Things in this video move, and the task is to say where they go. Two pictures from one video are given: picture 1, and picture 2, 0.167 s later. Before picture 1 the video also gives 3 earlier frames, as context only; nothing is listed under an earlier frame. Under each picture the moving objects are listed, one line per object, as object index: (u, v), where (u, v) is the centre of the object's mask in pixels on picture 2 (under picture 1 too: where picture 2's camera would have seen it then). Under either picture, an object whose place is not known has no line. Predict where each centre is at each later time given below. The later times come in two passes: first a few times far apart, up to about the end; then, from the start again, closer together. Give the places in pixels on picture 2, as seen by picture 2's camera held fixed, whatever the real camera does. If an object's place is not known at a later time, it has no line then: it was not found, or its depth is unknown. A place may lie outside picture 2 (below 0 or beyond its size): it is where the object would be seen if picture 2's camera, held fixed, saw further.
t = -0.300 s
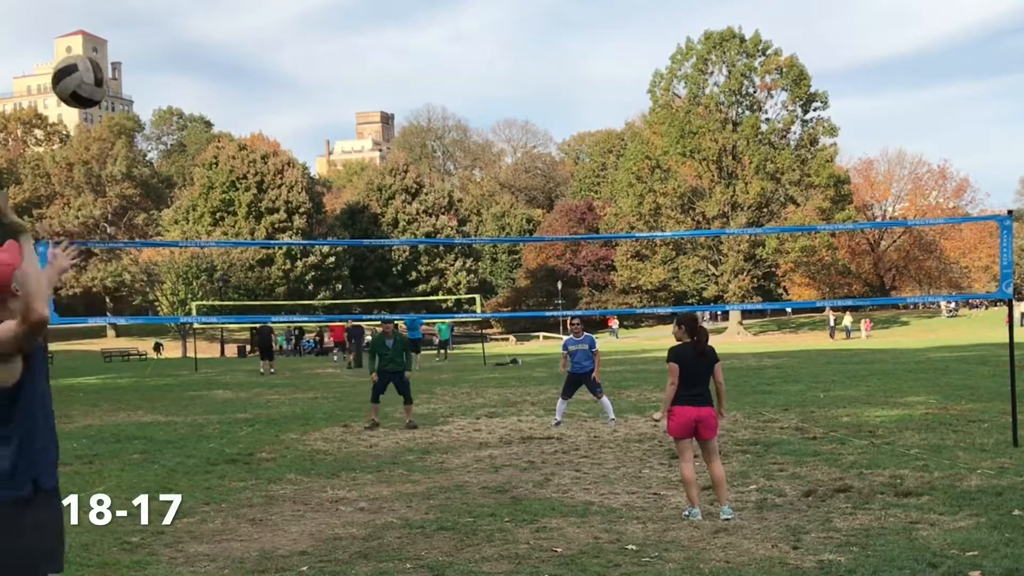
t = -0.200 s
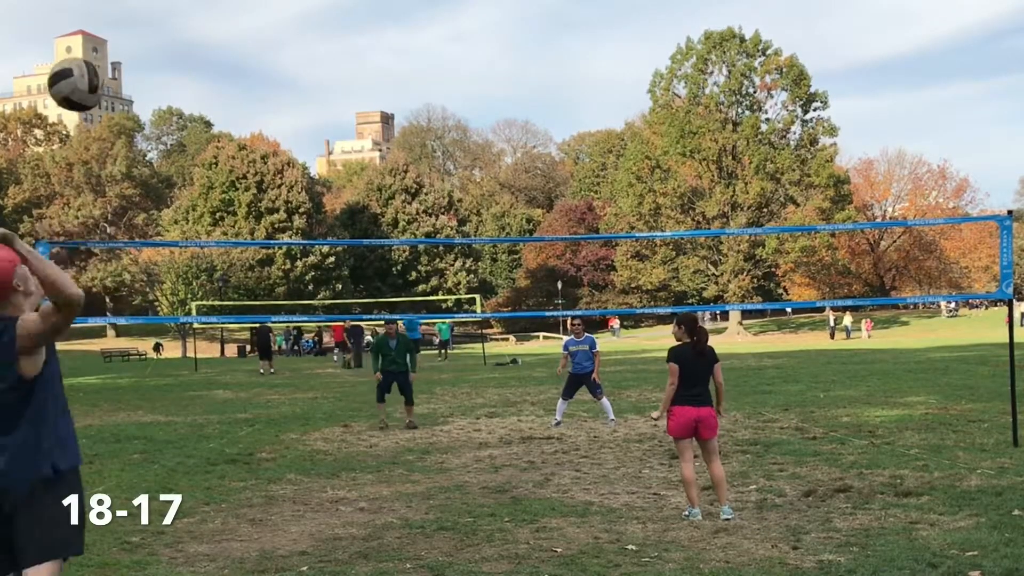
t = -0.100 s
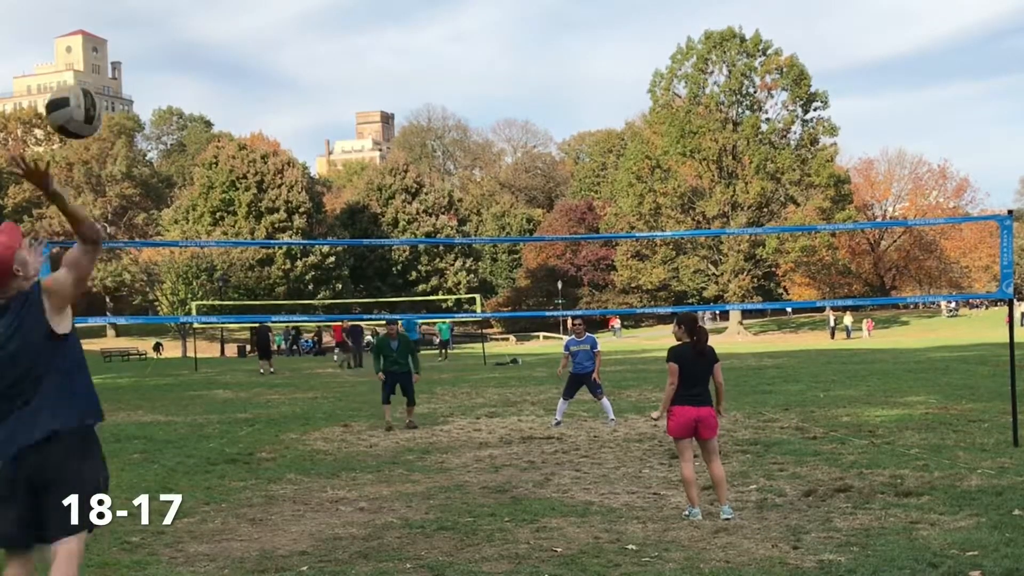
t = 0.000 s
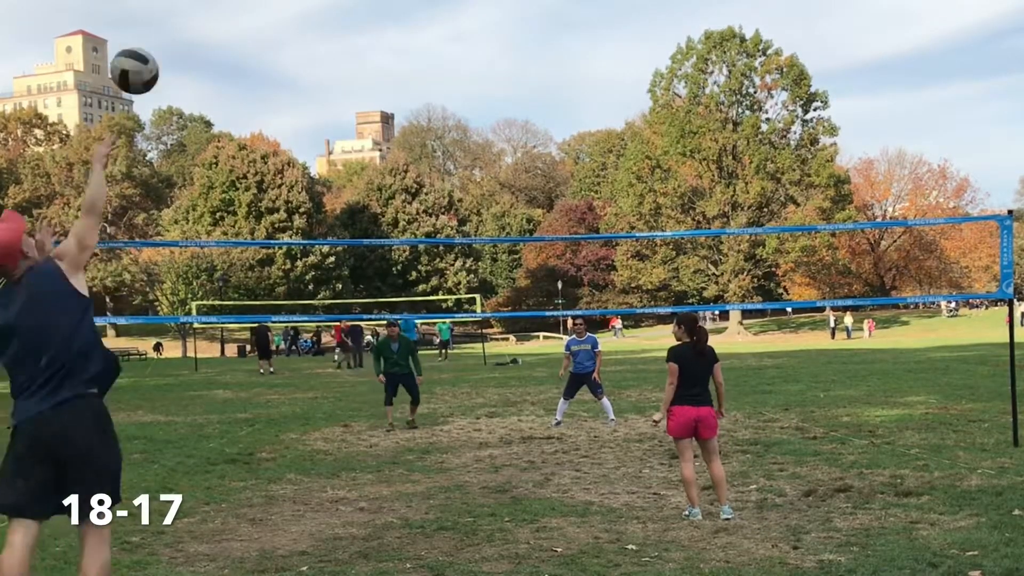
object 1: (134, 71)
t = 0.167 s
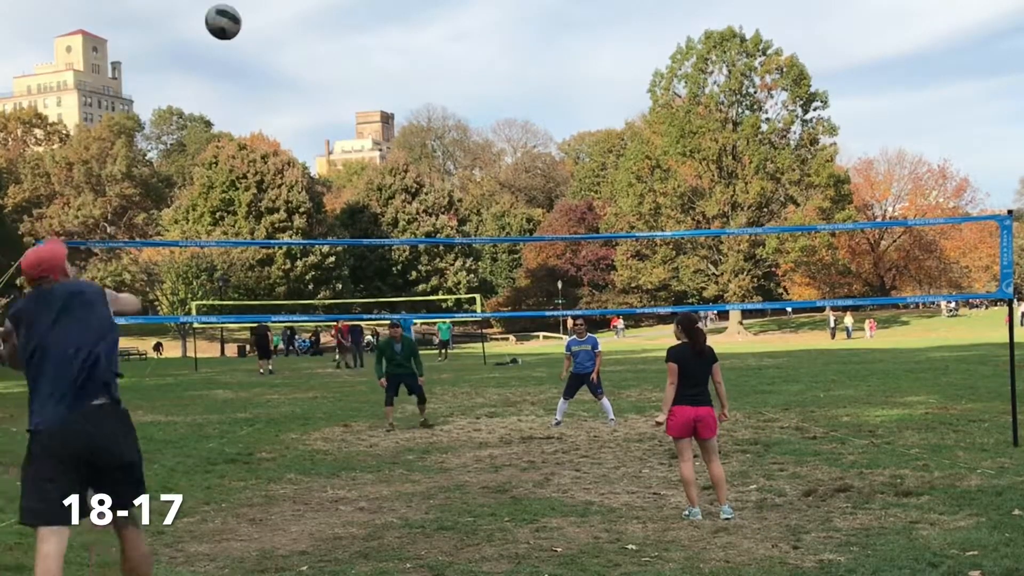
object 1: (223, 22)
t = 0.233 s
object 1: (245, 21)
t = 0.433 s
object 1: (289, 53)
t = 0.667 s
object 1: (313, 127)
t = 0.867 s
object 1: (323, 209)
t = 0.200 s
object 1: (235, 20)
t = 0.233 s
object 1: (245, 21)
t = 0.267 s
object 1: (255, 23)
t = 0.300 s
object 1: (263, 27)
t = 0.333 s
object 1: (270, 32)
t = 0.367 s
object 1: (277, 38)
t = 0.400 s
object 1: (283, 45)
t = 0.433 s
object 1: (289, 53)
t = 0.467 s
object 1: (293, 62)
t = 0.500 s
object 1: (297, 71)
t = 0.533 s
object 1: (301, 81)
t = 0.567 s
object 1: (305, 92)
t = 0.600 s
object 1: (308, 103)
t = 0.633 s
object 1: (310, 115)
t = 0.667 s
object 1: (313, 127)
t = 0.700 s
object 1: (315, 140)
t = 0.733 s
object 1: (317, 153)
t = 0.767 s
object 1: (319, 166)
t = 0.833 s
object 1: (323, 194)
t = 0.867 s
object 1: (323, 209)
